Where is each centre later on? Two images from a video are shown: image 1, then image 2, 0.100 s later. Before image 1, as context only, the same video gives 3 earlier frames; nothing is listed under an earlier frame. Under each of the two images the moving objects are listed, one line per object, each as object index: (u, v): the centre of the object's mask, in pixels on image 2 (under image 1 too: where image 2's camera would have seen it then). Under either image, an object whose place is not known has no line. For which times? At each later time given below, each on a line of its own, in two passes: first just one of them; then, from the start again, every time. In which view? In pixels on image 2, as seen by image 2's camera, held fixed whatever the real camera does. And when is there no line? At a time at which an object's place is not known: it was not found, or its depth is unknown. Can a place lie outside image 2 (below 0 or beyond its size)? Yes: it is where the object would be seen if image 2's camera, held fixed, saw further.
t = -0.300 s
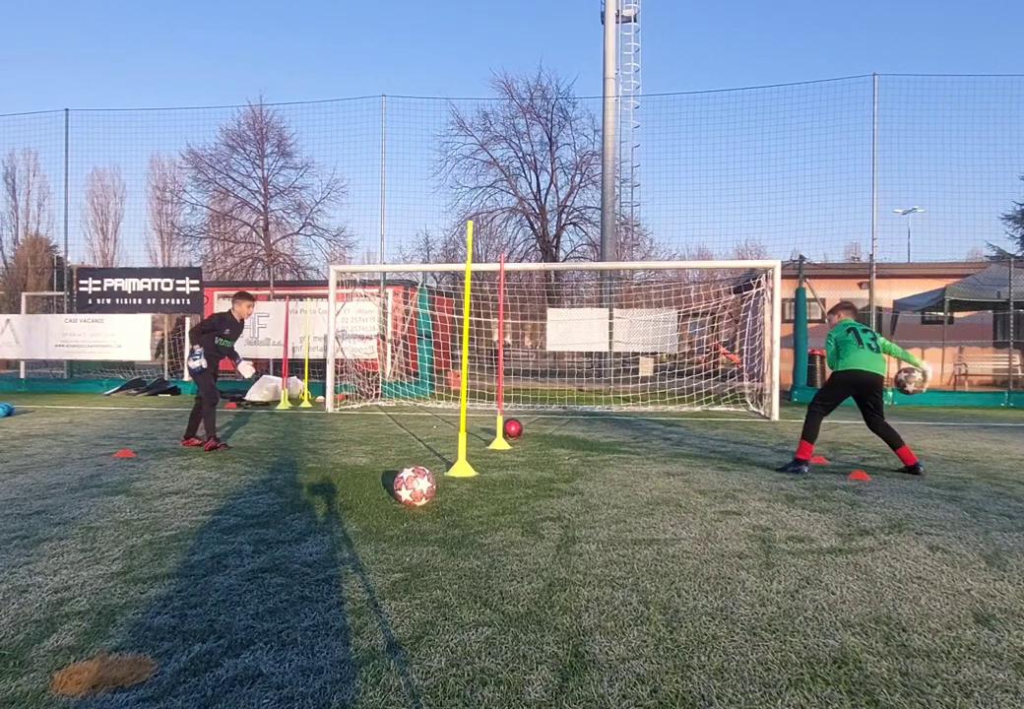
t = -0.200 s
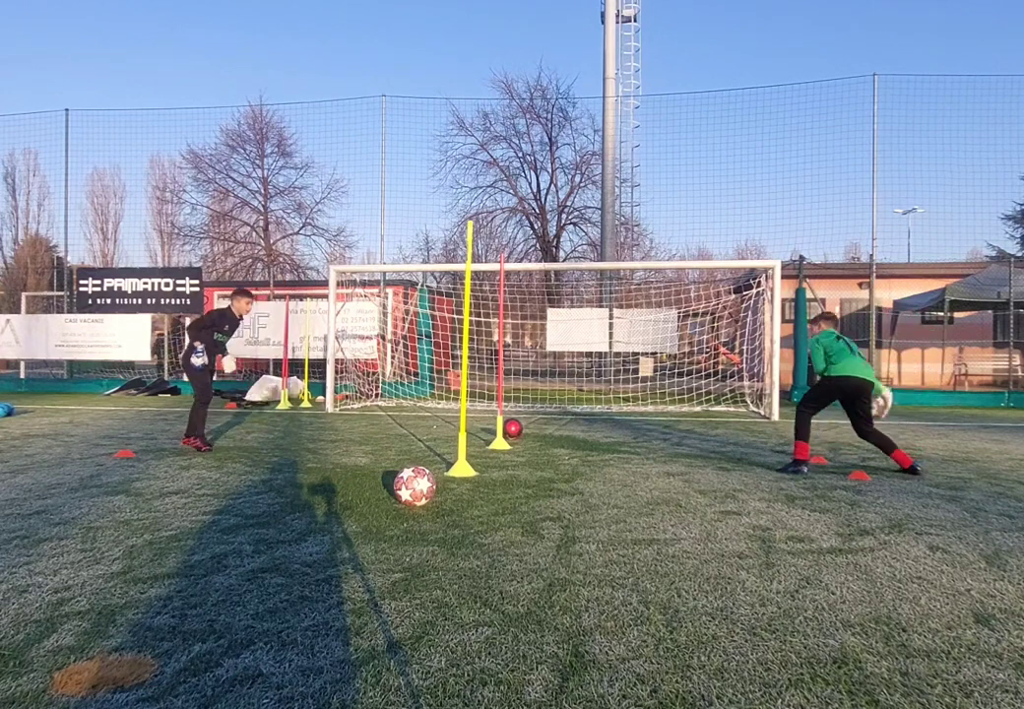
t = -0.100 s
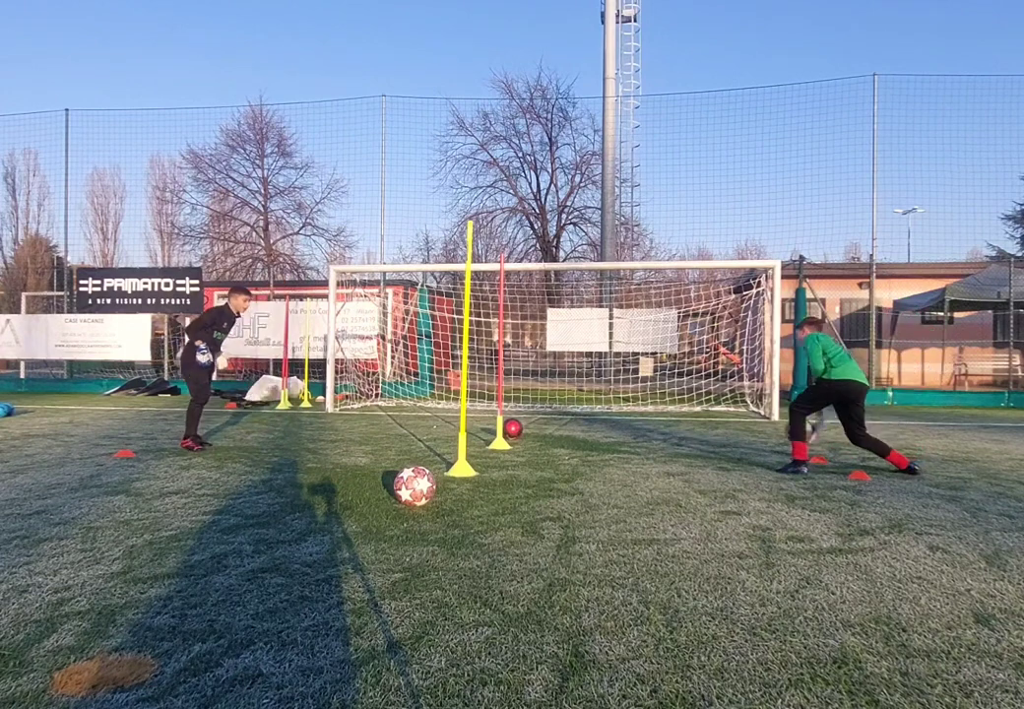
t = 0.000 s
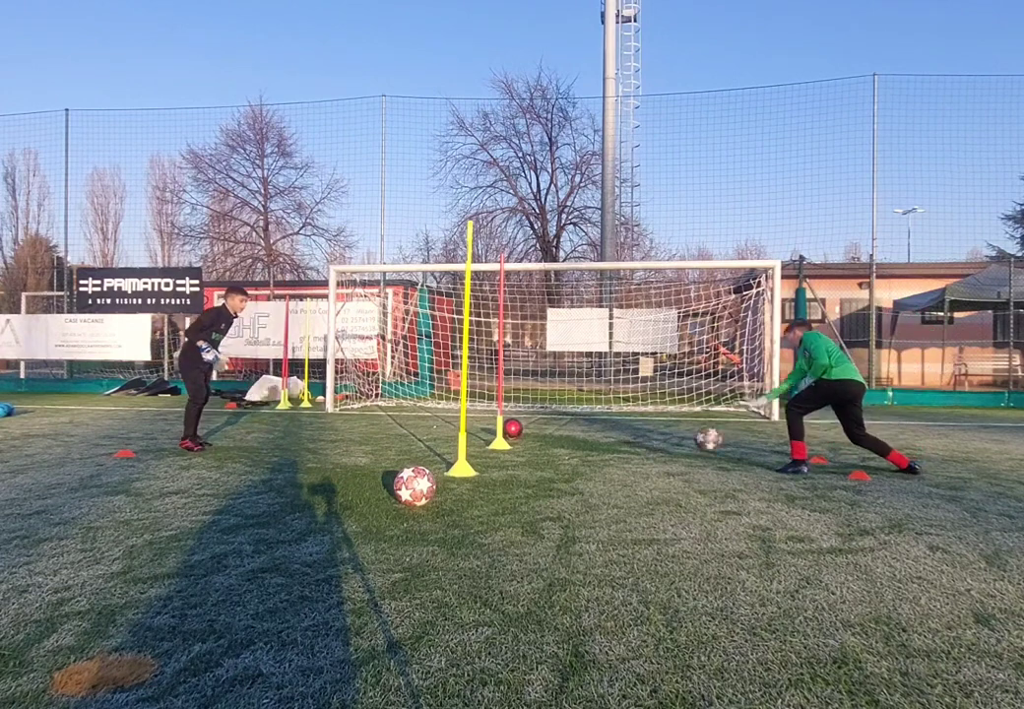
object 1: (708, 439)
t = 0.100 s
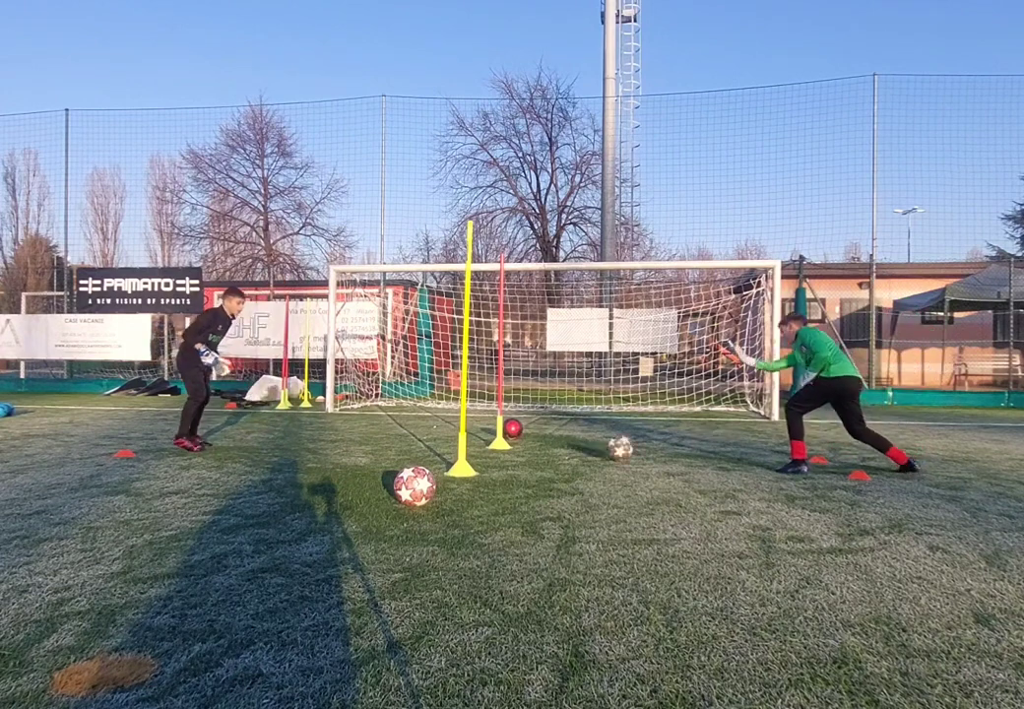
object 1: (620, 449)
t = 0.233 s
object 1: (517, 436)
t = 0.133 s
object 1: (594, 444)
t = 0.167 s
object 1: (568, 440)
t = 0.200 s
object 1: (542, 438)
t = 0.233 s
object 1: (517, 436)
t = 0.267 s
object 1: (493, 437)
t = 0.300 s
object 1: (473, 439)
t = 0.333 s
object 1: (443, 442)
